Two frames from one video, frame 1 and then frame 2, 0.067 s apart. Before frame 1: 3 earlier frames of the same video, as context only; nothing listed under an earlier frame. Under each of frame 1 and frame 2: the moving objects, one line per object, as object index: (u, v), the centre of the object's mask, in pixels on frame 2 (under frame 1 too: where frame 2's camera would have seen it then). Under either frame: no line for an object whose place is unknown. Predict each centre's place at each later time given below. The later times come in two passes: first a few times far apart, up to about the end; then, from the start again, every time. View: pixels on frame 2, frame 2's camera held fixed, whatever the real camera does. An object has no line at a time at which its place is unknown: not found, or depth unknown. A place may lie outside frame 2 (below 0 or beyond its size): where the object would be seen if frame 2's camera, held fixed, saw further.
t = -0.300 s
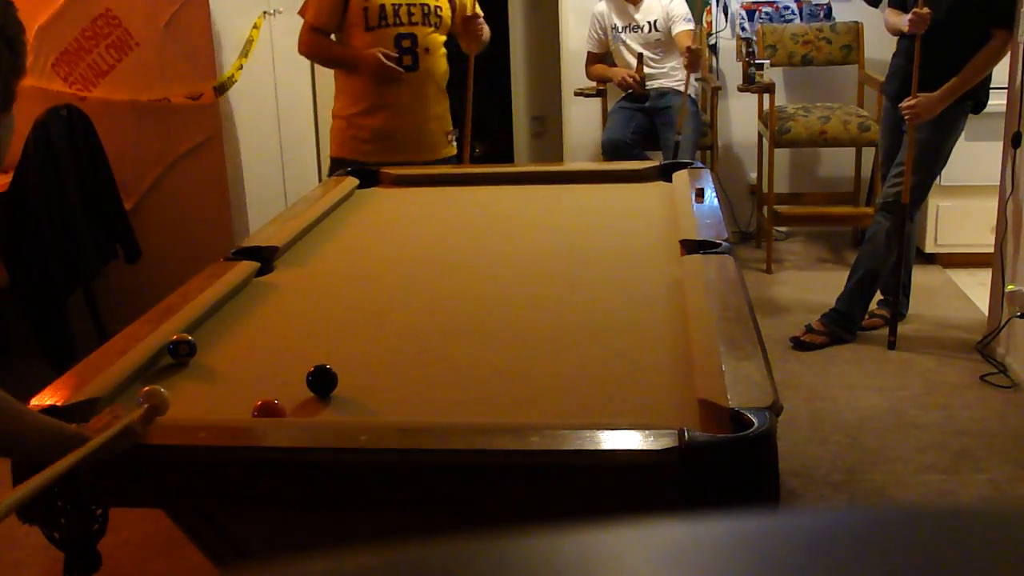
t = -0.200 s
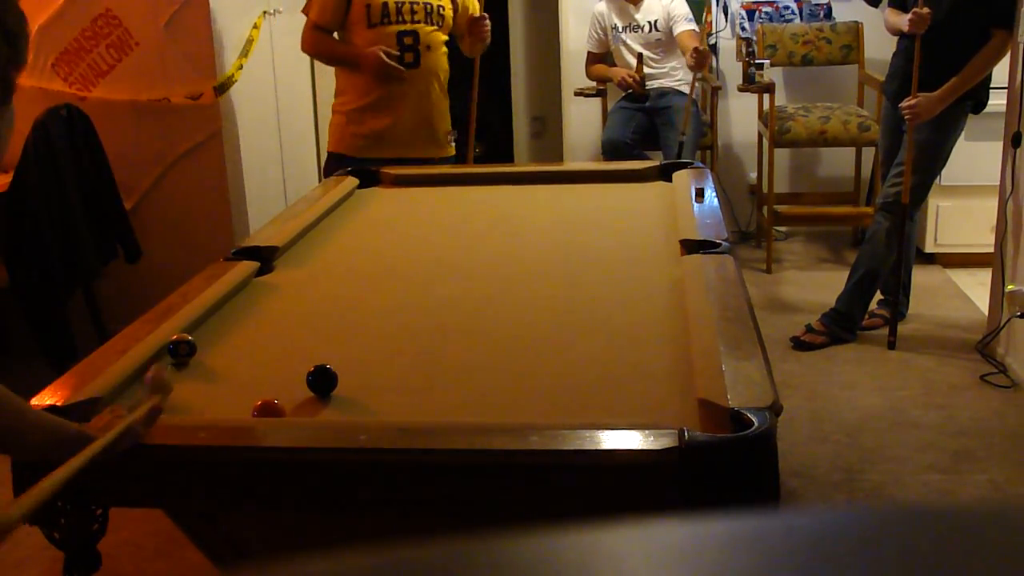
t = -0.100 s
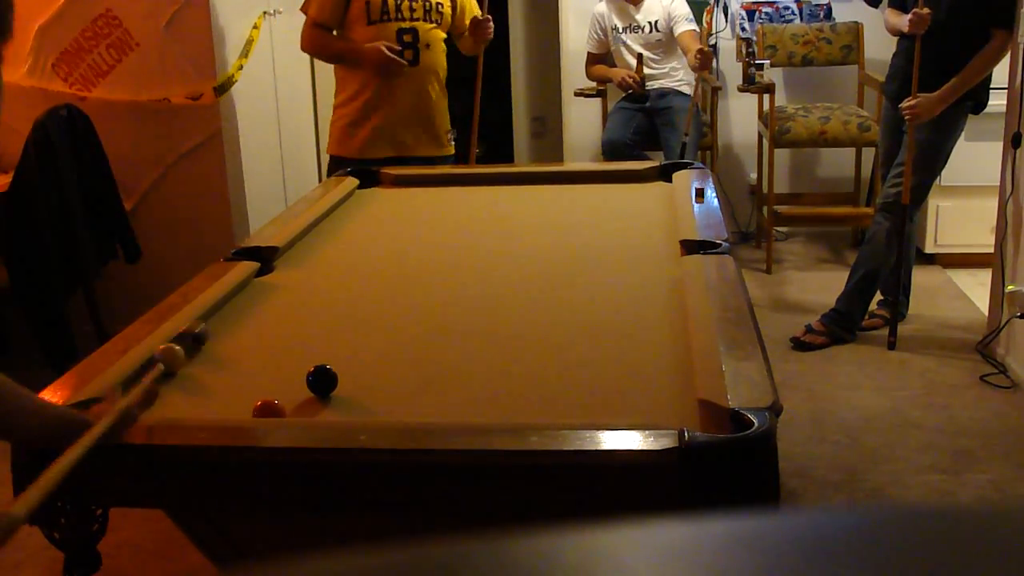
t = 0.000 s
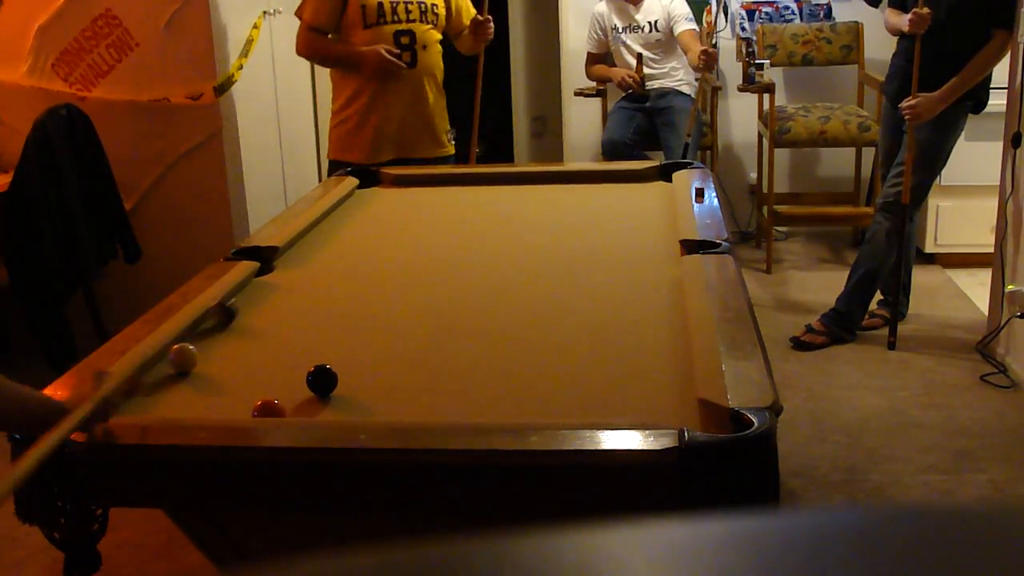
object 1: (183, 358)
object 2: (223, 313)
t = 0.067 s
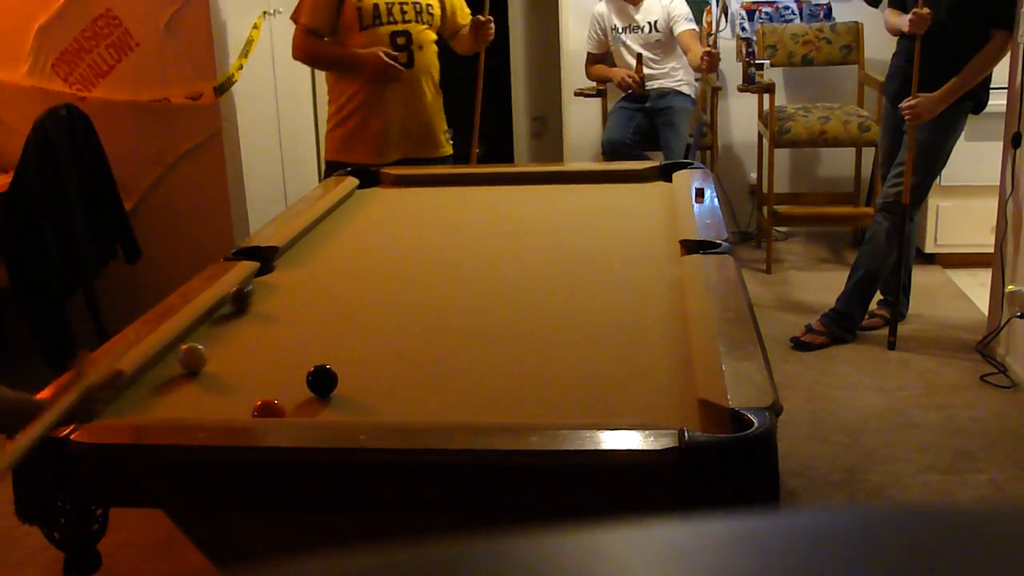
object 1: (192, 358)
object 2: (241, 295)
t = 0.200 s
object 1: (210, 358)
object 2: (268, 277)
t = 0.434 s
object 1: (238, 358)
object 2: (308, 246)
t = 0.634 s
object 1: (261, 357)
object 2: (336, 224)
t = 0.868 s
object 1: (285, 356)
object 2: (365, 202)
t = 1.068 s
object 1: (304, 354)
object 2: (386, 185)
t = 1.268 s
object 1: (320, 353)
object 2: (383, 184)
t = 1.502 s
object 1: (337, 353)
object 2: (363, 194)
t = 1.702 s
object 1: (350, 352)
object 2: (351, 202)
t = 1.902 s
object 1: (360, 351)
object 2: (348, 207)
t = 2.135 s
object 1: (370, 350)
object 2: (346, 214)
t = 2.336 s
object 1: (376, 350)
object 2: (344, 221)
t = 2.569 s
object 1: (381, 349)
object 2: (343, 228)
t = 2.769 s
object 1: (383, 349)
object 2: (341, 234)
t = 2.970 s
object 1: (384, 349)
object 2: (340, 240)
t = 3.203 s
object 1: (383, 348)
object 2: (339, 247)
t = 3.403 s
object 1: (383, 348)
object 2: (338, 253)
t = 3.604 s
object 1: (383, 349)
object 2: (338, 258)
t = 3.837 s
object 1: (383, 348)
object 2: (338, 264)
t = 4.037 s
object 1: (383, 348)
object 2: (338, 269)
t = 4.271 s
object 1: (383, 349)
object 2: (338, 275)
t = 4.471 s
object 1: (383, 348)
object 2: (339, 279)
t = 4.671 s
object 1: (383, 348)
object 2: (340, 283)
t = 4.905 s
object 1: (383, 349)
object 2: (341, 286)
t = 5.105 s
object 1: (383, 349)
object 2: (342, 289)
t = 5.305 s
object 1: (383, 348)
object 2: (342, 292)
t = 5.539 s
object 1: (383, 348)
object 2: (343, 294)
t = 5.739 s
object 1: (383, 348)
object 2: (343, 295)
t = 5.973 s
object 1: (383, 349)
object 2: (342, 296)
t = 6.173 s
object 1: (383, 349)
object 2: (343, 296)
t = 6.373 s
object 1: (383, 348)
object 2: (343, 296)
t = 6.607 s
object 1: (383, 349)
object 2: (343, 296)
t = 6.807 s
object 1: (383, 348)
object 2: (343, 296)
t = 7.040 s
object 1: (383, 349)
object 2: (343, 296)
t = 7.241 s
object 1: (383, 349)
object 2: (343, 296)
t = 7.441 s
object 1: (383, 348)
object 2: (343, 296)
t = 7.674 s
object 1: (383, 348)
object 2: (343, 296)
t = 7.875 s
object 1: (383, 348)
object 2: (343, 296)
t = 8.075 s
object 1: (383, 349)
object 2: (343, 296)
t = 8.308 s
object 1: (383, 348)
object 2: (343, 296)
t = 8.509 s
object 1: (383, 349)
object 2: (343, 296)
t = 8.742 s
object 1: (383, 349)
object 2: (343, 296)
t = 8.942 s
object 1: (383, 349)
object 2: (343, 296)
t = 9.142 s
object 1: (383, 349)
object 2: (343, 297)
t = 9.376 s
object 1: (383, 349)
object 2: (343, 296)
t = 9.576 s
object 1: (383, 348)
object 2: (343, 297)
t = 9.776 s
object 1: (383, 349)
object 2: (343, 297)
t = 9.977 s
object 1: (383, 349)
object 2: (343, 297)
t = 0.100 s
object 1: (197, 358)
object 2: (247, 293)
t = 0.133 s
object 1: (201, 358)
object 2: (254, 287)
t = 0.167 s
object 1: (206, 358)
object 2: (261, 282)
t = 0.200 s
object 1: (210, 358)
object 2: (268, 277)
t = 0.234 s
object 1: (214, 358)
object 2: (275, 272)
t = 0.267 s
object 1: (218, 358)
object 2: (281, 267)
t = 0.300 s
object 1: (222, 358)
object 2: (286, 263)
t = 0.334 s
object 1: (226, 358)
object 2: (291, 259)
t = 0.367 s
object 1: (231, 358)
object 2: (297, 255)
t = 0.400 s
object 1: (234, 358)
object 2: (303, 251)
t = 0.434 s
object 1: (238, 358)
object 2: (308, 246)
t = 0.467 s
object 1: (242, 357)
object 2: (314, 242)
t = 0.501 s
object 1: (246, 358)
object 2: (318, 238)
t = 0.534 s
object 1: (250, 357)
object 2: (323, 235)
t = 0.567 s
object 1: (254, 357)
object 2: (328, 231)
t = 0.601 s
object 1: (257, 357)
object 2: (332, 228)
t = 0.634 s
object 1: (261, 357)
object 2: (336, 224)
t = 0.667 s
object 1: (265, 357)
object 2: (341, 221)
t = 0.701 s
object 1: (268, 357)
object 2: (346, 217)
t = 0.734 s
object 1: (272, 357)
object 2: (350, 214)
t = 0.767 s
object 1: (275, 356)
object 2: (354, 210)
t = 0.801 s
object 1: (279, 356)
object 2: (357, 208)
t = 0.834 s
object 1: (282, 356)
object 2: (361, 204)
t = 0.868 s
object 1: (285, 356)
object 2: (365, 202)
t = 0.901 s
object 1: (288, 356)
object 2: (368, 199)
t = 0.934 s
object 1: (291, 356)
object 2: (372, 196)
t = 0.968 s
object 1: (295, 355)
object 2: (375, 193)
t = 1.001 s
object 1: (298, 355)
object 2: (379, 191)
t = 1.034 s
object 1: (301, 355)
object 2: (383, 188)
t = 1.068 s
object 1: (304, 354)
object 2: (386, 185)
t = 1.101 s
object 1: (307, 354)
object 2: (388, 183)
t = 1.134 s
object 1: (309, 354)
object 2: (391, 181)
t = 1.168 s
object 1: (312, 353)
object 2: (391, 180)
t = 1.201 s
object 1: (315, 353)
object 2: (390, 182)
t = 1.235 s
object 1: (317, 353)
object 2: (387, 183)
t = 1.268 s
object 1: (320, 353)
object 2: (383, 184)
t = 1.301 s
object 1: (323, 353)
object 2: (380, 186)
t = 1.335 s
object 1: (326, 352)
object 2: (377, 187)
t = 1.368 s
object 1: (328, 352)
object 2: (374, 188)
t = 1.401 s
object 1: (331, 352)
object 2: (372, 189)
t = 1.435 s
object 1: (333, 352)
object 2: (369, 191)
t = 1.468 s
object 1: (335, 353)
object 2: (366, 192)
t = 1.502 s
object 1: (337, 353)
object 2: (363, 194)
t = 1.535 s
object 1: (340, 353)
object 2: (360, 195)
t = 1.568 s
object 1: (342, 353)
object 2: (357, 197)
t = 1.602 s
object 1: (344, 352)
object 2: (354, 198)
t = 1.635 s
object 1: (346, 352)
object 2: (352, 199)
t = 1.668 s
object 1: (348, 352)
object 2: (351, 200)
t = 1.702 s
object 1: (350, 352)
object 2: (351, 202)
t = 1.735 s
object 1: (352, 352)
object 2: (351, 202)
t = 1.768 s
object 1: (354, 351)
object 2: (350, 203)
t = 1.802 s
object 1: (356, 352)
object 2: (349, 204)
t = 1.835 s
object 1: (357, 351)
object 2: (348, 204)
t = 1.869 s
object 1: (359, 351)
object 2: (348, 206)
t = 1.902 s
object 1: (360, 351)
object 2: (348, 207)
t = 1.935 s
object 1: (362, 351)
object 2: (348, 208)
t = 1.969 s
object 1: (364, 351)
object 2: (348, 209)
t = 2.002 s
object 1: (365, 351)
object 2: (347, 210)
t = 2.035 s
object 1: (366, 351)
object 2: (347, 211)
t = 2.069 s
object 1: (367, 350)
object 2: (347, 212)
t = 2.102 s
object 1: (369, 350)
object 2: (346, 213)
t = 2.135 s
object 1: (370, 350)
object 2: (346, 214)
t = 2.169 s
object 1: (371, 350)
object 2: (346, 215)
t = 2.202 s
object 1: (372, 350)
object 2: (345, 216)
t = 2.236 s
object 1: (373, 350)
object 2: (345, 217)
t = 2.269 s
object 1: (374, 350)
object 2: (345, 218)
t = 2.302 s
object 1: (375, 350)
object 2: (344, 220)
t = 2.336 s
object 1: (376, 350)
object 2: (344, 221)
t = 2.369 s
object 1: (377, 350)
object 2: (344, 222)
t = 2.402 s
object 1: (378, 350)
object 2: (344, 223)
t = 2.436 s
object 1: (379, 350)
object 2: (343, 224)
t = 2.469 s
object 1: (379, 350)
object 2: (343, 225)
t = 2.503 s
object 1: (380, 349)
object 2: (343, 226)
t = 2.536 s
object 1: (381, 349)
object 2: (343, 227)
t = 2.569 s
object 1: (381, 349)
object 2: (343, 228)
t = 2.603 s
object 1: (382, 349)
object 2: (342, 229)
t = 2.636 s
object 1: (382, 349)
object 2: (342, 230)
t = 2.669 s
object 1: (383, 349)
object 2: (342, 231)
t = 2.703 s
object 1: (383, 349)
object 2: (341, 232)
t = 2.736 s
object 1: (383, 349)
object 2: (341, 233)
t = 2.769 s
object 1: (383, 349)
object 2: (341, 234)
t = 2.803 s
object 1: (384, 349)
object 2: (341, 235)
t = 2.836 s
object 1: (384, 348)
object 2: (340, 236)
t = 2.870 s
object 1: (384, 348)
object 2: (340, 237)
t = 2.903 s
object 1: (384, 348)
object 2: (340, 238)
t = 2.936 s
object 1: (384, 349)
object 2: (340, 239)
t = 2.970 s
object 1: (384, 349)
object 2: (340, 240)
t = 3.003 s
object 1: (384, 349)
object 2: (340, 241)
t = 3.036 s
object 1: (384, 348)
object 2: (339, 242)
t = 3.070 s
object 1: (384, 349)
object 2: (339, 243)
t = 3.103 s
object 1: (384, 348)
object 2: (339, 244)
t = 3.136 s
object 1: (384, 349)
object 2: (339, 245)
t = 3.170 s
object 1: (384, 348)
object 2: (339, 246)
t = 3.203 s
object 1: (383, 348)
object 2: (339, 247)
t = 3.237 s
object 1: (383, 349)
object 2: (339, 248)
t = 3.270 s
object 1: (383, 348)
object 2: (339, 249)
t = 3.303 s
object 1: (383, 349)
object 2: (339, 250)
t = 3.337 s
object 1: (383, 349)
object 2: (339, 251)
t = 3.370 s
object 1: (383, 349)
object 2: (339, 252)
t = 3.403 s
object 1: (383, 348)
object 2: (338, 253)
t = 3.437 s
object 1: (383, 348)
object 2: (339, 254)
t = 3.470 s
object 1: (384, 348)
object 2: (338, 255)
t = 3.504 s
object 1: (383, 348)
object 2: (338, 256)
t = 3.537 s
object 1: (383, 348)
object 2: (338, 257)
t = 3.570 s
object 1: (383, 348)
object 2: (338, 257)
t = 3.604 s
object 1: (383, 349)
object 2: (338, 258)
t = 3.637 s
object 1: (383, 348)
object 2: (338, 259)
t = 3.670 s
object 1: (383, 348)
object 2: (338, 260)
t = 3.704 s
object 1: (383, 349)
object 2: (338, 261)
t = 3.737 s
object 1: (383, 349)
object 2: (338, 262)
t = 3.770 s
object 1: (383, 348)
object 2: (338, 263)
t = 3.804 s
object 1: (383, 348)
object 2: (338, 263)
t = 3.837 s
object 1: (383, 348)
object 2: (338, 264)
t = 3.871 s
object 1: (383, 348)
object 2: (338, 265)
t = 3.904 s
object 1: (383, 348)
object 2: (338, 266)
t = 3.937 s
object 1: (383, 348)
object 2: (338, 267)
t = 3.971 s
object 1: (383, 348)
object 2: (338, 268)
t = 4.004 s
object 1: (383, 349)
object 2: (338, 268)
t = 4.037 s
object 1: (383, 348)
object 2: (338, 269)
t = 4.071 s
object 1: (383, 349)
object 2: (338, 270)
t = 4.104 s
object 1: (383, 349)
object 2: (338, 271)
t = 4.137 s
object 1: (383, 348)
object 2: (338, 272)
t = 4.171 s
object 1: (383, 349)
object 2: (338, 272)
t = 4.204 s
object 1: (383, 349)
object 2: (338, 273)
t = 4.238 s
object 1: (383, 348)
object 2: (338, 274)
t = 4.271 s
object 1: (383, 349)
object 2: (338, 275)
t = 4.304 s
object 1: (383, 348)
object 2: (338, 275)
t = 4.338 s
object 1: (383, 349)
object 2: (338, 276)
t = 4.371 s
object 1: (383, 349)
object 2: (338, 277)
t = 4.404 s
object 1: (383, 349)
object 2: (339, 277)
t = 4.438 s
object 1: (383, 349)
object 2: (339, 278)
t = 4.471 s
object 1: (383, 348)
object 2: (339, 279)
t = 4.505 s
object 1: (383, 349)
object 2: (339, 279)
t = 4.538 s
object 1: (383, 349)
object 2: (339, 280)
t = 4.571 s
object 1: (383, 349)
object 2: (339, 281)
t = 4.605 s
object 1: (383, 349)
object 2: (339, 281)
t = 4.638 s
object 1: (383, 349)
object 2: (339, 282)
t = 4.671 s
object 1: (383, 348)
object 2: (340, 283)
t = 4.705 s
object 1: (383, 349)
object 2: (340, 283)
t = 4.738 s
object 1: (383, 349)
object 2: (340, 284)
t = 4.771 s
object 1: (383, 349)
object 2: (340, 284)
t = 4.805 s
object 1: (383, 349)
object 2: (340, 285)
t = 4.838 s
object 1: (383, 349)
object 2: (340, 285)
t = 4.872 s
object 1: (383, 348)
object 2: (340, 286)
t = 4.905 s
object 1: (383, 349)
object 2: (341, 286)
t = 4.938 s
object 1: (383, 348)
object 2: (341, 287)
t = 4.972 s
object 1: (383, 349)
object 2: (341, 287)
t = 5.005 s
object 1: (383, 349)
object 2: (341, 288)
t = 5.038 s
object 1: (383, 349)
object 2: (341, 288)
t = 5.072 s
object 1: (383, 348)
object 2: (341, 289)
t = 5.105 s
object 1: (383, 349)
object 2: (342, 289)
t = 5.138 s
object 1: (383, 349)
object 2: (342, 289)
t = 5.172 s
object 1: (383, 349)
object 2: (342, 290)
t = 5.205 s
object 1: (383, 348)
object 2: (342, 290)
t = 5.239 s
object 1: (383, 348)
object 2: (342, 291)
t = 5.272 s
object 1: (383, 349)
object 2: (342, 291)
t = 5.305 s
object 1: (383, 348)
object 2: (342, 292)
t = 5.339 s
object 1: (383, 348)
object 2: (342, 292)
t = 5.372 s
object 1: (383, 348)
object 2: (343, 292)
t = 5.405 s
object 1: (383, 349)
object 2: (343, 293)
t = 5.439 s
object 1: (383, 348)
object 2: (343, 293)
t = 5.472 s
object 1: (383, 348)
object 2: (343, 293)
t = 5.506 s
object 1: (383, 349)
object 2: (343, 294)
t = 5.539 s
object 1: (383, 348)
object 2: (343, 294)
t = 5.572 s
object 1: (383, 349)
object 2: (343, 294)
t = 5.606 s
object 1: (383, 348)
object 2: (343, 295)
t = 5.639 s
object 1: (383, 349)
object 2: (343, 295)
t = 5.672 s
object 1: (383, 348)
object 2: (343, 295)
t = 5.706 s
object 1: (383, 348)
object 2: (343, 295)
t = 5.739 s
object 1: (383, 348)
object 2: (343, 295)
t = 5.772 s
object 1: (383, 349)
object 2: (343, 295)
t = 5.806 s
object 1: (383, 349)
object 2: (343, 296)
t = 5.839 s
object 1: (383, 349)
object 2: (343, 296)
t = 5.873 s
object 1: (383, 349)
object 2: (342, 296)
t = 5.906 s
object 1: (383, 349)
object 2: (343, 296)
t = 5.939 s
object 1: (383, 348)
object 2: (343, 296)
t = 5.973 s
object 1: (383, 349)
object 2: (342, 296)
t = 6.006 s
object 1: (383, 349)
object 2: (343, 296)
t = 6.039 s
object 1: (383, 349)
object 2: (343, 296)
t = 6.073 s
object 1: (383, 349)
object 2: (343, 296)
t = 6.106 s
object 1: (383, 348)
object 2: (343, 296)
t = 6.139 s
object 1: (383, 349)
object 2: (343, 296)
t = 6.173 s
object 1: (383, 349)
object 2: (343, 296)
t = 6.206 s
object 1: (383, 348)
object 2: (343, 296)
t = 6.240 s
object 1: (383, 349)
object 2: (343, 296)
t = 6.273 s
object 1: (383, 349)
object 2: (343, 296)
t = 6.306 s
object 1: (383, 348)
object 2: (343, 296)
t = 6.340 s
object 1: (383, 349)
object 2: (343, 296)
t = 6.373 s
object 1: (383, 348)
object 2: (343, 296)
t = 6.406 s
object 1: (383, 348)
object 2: (343, 296)
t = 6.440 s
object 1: (383, 349)
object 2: (343, 296)
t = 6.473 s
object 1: (383, 349)
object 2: (343, 296)
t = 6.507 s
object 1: (383, 349)
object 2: (343, 296)
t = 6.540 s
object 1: (383, 348)
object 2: (343, 296)
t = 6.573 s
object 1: (383, 348)
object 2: (343, 296)
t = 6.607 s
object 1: (383, 349)
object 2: (343, 296)
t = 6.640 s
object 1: (383, 349)
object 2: (343, 296)
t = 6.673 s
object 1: (383, 349)
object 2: (343, 296)
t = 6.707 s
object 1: (383, 349)
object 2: (343, 296)
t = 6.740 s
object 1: (383, 349)
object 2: (343, 296)
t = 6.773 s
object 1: (383, 349)
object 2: (343, 296)
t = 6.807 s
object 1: (383, 348)
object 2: (343, 296)
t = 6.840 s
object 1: (383, 349)
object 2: (343, 296)
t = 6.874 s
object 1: (383, 348)
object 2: (343, 296)
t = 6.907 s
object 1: (383, 349)
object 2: (343, 296)
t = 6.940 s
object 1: (383, 349)
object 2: (343, 296)
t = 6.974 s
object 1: (383, 348)
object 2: (343, 296)
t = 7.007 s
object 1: (383, 349)
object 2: (343, 296)
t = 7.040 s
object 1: (383, 349)
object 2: (343, 296)
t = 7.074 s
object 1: (383, 349)
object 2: (343, 296)
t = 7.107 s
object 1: (383, 349)
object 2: (343, 296)
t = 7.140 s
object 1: (383, 349)
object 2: (343, 296)
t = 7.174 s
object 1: (383, 349)
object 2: (343, 296)
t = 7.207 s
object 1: (383, 349)
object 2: (343, 296)
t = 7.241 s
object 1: (383, 349)
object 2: (343, 296)
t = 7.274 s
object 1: (383, 348)
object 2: (343, 296)
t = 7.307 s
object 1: (383, 348)
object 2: (343, 296)
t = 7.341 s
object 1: (383, 349)
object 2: (343, 296)
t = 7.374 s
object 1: (383, 348)
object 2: (343, 296)
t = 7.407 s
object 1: (383, 349)
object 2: (343, 296)
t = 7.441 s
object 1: (383, 348)
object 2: (343, 296)
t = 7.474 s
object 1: (383, 349)
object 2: (343, 296)
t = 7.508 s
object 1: (383, 348)
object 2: (343, 296)
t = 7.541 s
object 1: (383, 349)
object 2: (343, 296)
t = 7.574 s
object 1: (383, 349)
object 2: (343, 296)
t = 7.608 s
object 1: (383, 348)
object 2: (343, 296)
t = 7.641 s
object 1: (383, 348)
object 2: (343, 296)
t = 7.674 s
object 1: (383, 348)
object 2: (343, 296)
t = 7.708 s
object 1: (383, 348)
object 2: (343, 296)
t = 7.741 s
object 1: (383, 349)
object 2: (343, 296)
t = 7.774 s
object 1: (383, 349)
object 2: (343, 296)
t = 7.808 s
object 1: (383, 349)
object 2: (343, 296)
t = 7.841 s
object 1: (383, 349)
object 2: (343, 296)
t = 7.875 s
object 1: (383, 348)
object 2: (343, 296)
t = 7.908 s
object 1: (383, 348)
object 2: (343, 296)
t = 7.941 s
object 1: (384, 349)
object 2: (343, 296)
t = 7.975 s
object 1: (384, 349)
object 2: (343, 296)
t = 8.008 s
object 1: (384, 349)
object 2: (343, 296)
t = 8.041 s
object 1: (383, 348)
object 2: (343, 296)
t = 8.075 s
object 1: (383, 349)
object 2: (343, 296)
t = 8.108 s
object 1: (383, 348)
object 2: (343, 296)
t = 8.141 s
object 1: (383, 349)
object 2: (343, 297)
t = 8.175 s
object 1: (383, 348)
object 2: (343, 296)
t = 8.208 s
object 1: (383, 349)
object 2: (343, 297)
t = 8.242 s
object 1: (383, 349)
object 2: (343, 296)
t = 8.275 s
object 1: (383, 348)
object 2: (343, 297)
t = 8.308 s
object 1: (383, 348)
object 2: (343, 296)
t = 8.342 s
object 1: (383, 349)
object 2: (343, 297)
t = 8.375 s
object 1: (383, 348)
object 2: (343, 297)
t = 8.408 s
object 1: (383, 349)
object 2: (343, 296)
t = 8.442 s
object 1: (383, 348)
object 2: (343, 297)
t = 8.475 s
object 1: (383, 349)
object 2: (343, 296)
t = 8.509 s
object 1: (383, 349)
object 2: (343, 296)
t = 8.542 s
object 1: (383, 348)
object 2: (343, 296)
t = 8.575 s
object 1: (383, 349)
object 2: (343, 296)
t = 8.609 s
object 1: (383, 349)
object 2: (343, 296)
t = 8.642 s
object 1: (383, 349)
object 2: (343, 296)
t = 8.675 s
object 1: (383, 349)
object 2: (343, 296)
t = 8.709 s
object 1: (383, 349)
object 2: (343, 296)
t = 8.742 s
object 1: (383, 349)
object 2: (343, 296)
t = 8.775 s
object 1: (383, 349)
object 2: (343, 296)
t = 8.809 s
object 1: (383, 349)
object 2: (343, 296)
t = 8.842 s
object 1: (383, 349)
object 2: (343, 296)
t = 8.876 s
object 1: (383, 349)
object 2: (343, 297)
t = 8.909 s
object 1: (383, 349)
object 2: (343, 296)
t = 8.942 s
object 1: (383, 349)
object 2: (343, 296)
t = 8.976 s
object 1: (383, 348)
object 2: (343, 296)
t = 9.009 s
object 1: (383, 348)
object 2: (343, 296)
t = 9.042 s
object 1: (383, 348)
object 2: (343, 297)
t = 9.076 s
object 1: (383, 348)
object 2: (343, 297)
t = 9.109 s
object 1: (383, 349)
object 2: (343, 297)
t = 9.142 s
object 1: (383, 349)
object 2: (343, 297)
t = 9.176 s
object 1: (383, 349)
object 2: (343, 297)
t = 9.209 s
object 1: (383, 349)
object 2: (343, 297)
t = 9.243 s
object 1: (383, 349)
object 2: (343, 296)
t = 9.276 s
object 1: (383, 348)
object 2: (343, 297)
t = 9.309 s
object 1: (383, 348)
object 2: (343, 297)
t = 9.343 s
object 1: (383, 349)
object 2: (343, 296)
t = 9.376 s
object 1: (383, 349)
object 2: (343, 296)
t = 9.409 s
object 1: (383, 348)
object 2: (343, 296)
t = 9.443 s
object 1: (383, 349)
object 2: (343, 296)
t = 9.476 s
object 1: (383, 348)
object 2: (343, 296)
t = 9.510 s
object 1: (383, 348)
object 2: (343, 296)
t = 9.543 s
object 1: (383, 348)
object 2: (343, 296)
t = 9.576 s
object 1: (383, 348)
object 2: (343, 297)
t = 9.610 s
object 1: (383, 348)
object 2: (343, 297)
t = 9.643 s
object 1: (383, 349)
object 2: (343, 296)
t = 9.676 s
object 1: (383, 349)
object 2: (343, 296)
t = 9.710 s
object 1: (383, 349)
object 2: (343, 297)
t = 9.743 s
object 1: (383, 348)
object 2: (343, 296)
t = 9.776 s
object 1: (383, 349)
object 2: (343, 297)
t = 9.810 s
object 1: (383, 349)
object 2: (343, 296)
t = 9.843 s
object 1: (383, 348)
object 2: (343, 297)
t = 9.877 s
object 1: (383, 348)
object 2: (343, 297)
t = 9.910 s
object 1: (383, 348)
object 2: (343, 297)
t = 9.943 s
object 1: (383, 348)
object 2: (343, 296)
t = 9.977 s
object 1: (383, 349)
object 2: (343, 297)
